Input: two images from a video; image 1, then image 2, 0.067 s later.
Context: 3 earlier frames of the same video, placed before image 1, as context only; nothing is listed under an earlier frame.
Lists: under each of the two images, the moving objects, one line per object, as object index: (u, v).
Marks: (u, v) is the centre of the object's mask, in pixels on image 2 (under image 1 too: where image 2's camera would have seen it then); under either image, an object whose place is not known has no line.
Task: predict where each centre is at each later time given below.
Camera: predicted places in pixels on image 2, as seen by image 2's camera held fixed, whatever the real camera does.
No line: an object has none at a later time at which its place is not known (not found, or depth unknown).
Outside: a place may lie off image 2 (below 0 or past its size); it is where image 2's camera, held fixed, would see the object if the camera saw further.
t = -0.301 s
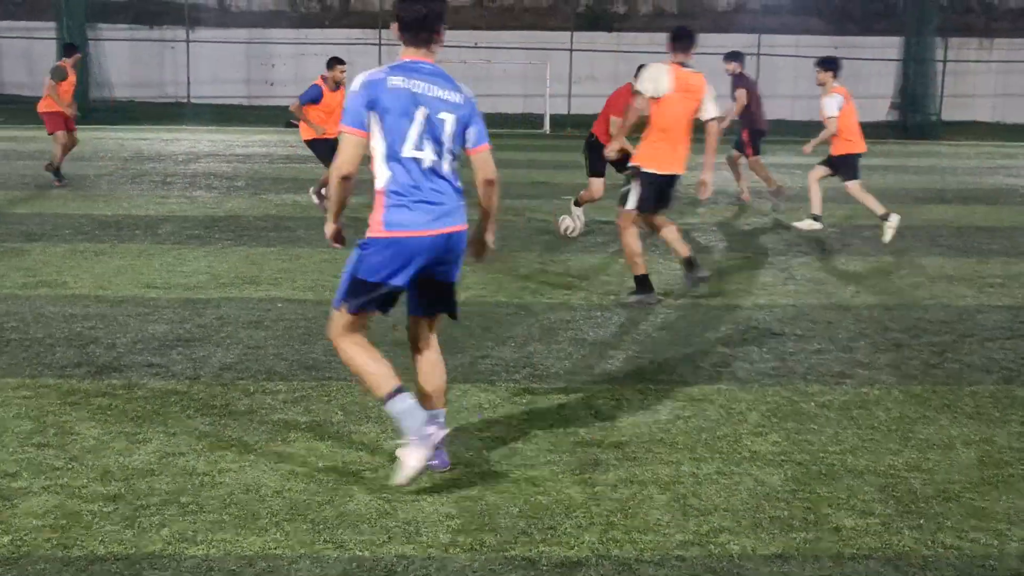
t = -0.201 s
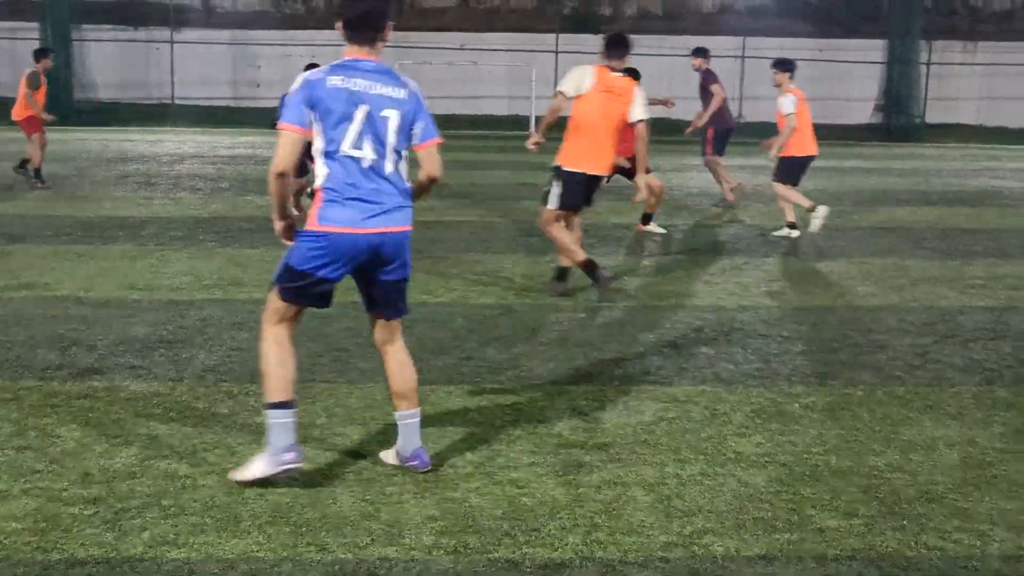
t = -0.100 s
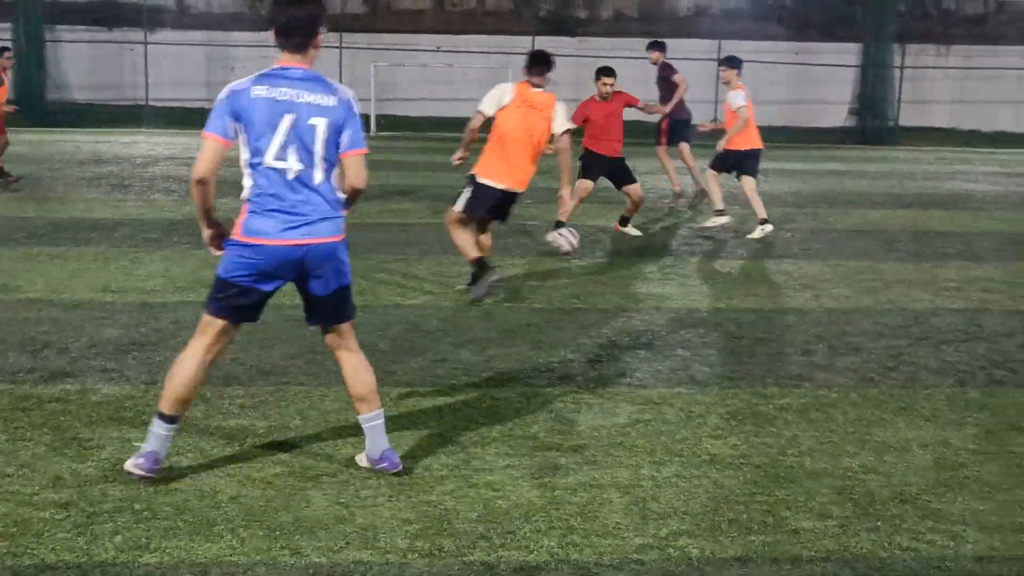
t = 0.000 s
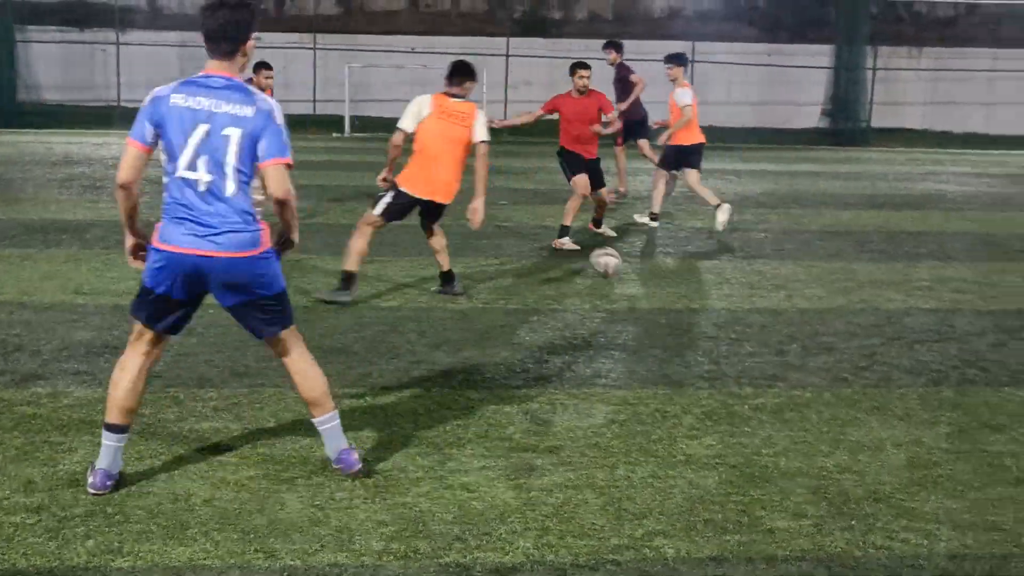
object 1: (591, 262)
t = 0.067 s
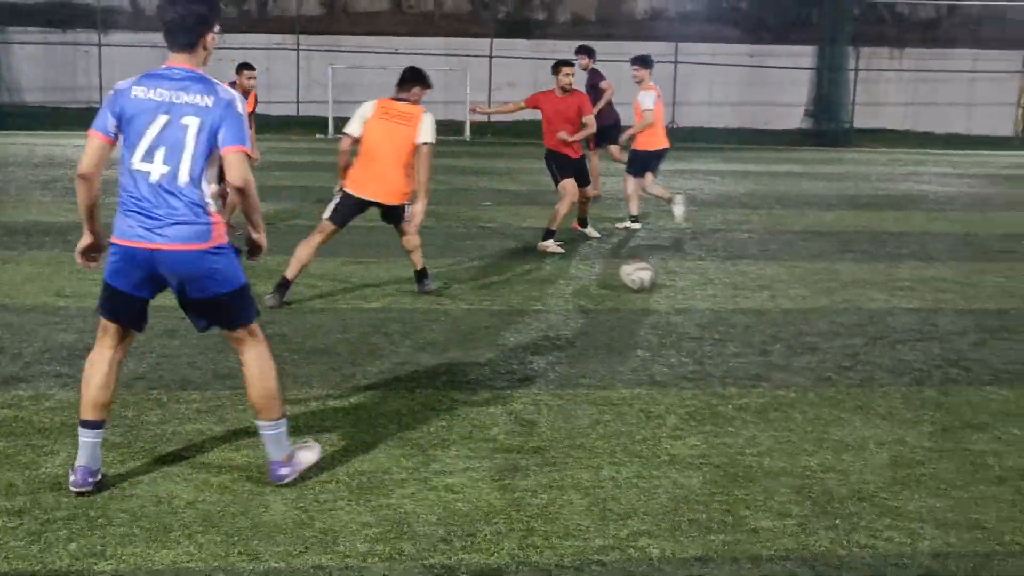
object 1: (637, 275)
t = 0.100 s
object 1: (659, 281)
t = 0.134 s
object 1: (685, 288)
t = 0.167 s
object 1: (711, 298)
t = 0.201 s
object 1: (737, 308)
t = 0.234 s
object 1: (764, 314)
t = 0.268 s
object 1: (792, 320)
